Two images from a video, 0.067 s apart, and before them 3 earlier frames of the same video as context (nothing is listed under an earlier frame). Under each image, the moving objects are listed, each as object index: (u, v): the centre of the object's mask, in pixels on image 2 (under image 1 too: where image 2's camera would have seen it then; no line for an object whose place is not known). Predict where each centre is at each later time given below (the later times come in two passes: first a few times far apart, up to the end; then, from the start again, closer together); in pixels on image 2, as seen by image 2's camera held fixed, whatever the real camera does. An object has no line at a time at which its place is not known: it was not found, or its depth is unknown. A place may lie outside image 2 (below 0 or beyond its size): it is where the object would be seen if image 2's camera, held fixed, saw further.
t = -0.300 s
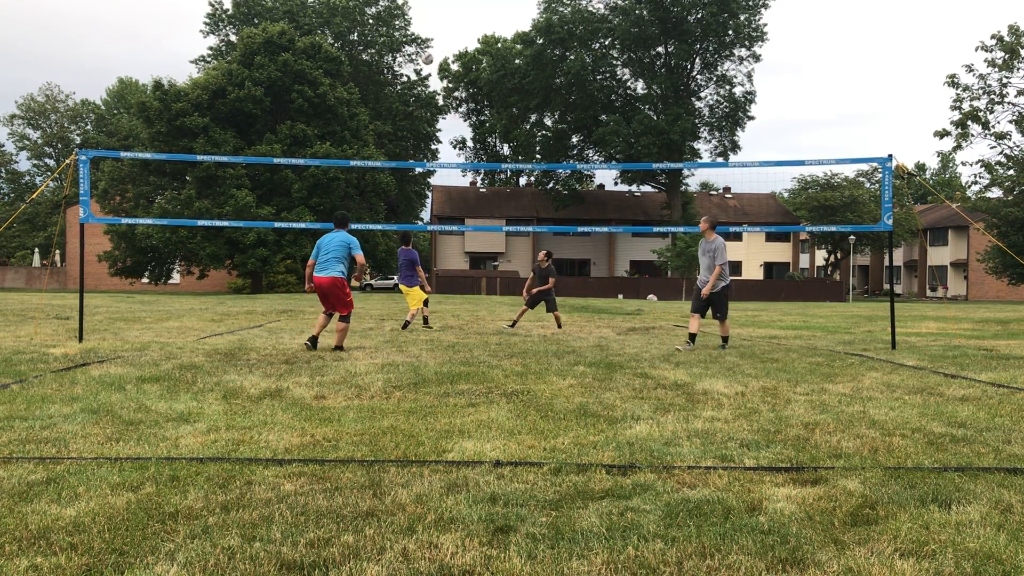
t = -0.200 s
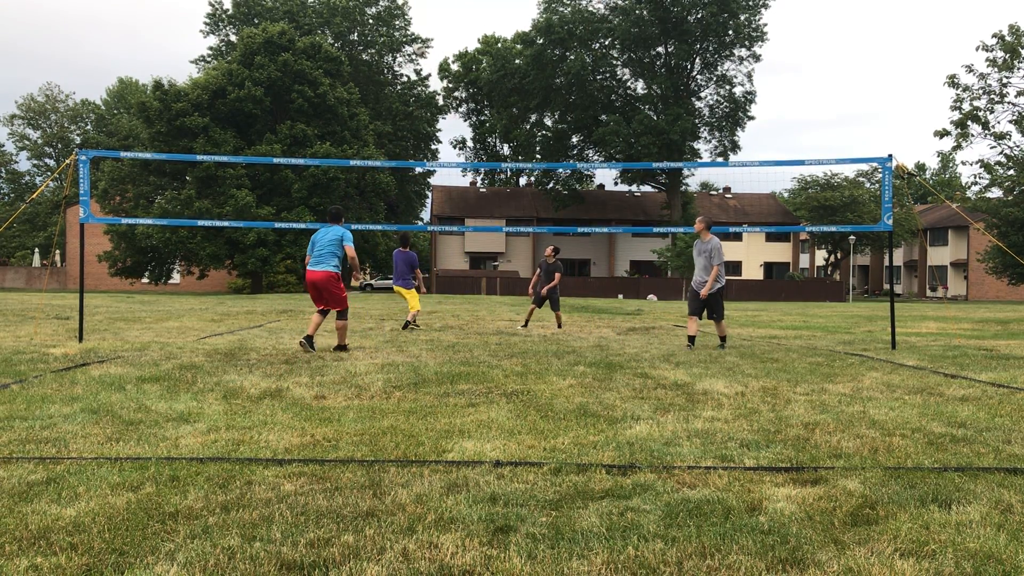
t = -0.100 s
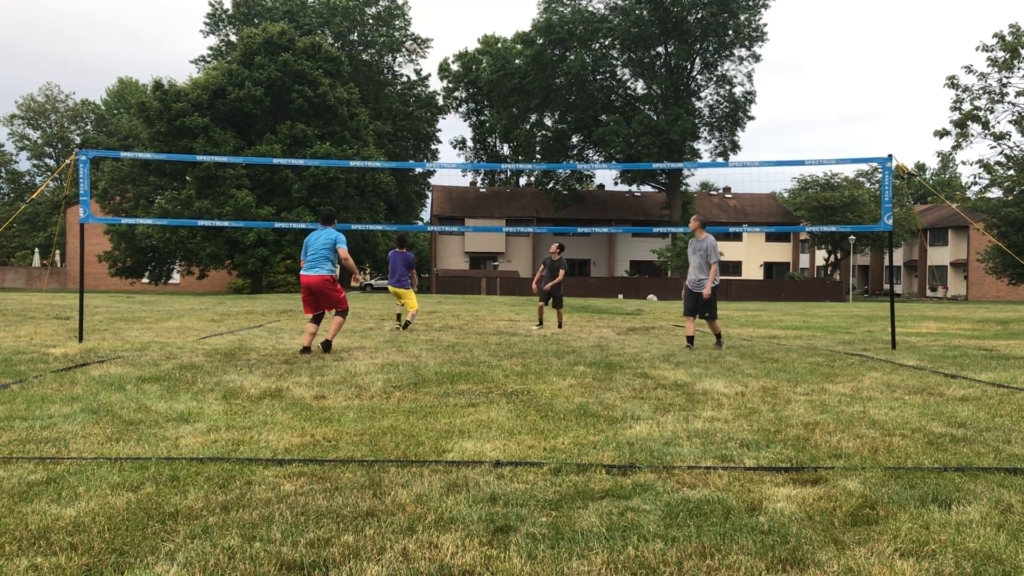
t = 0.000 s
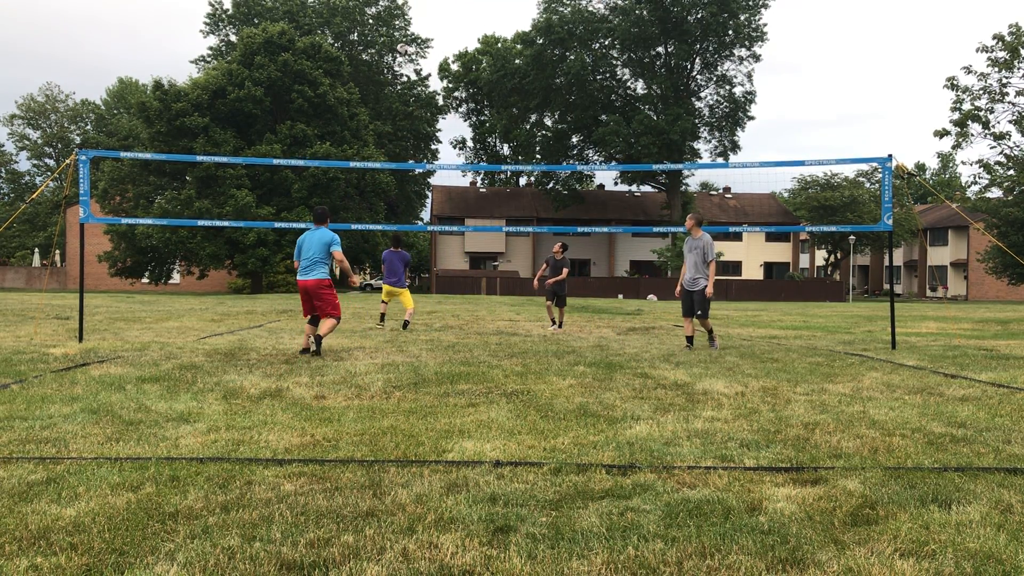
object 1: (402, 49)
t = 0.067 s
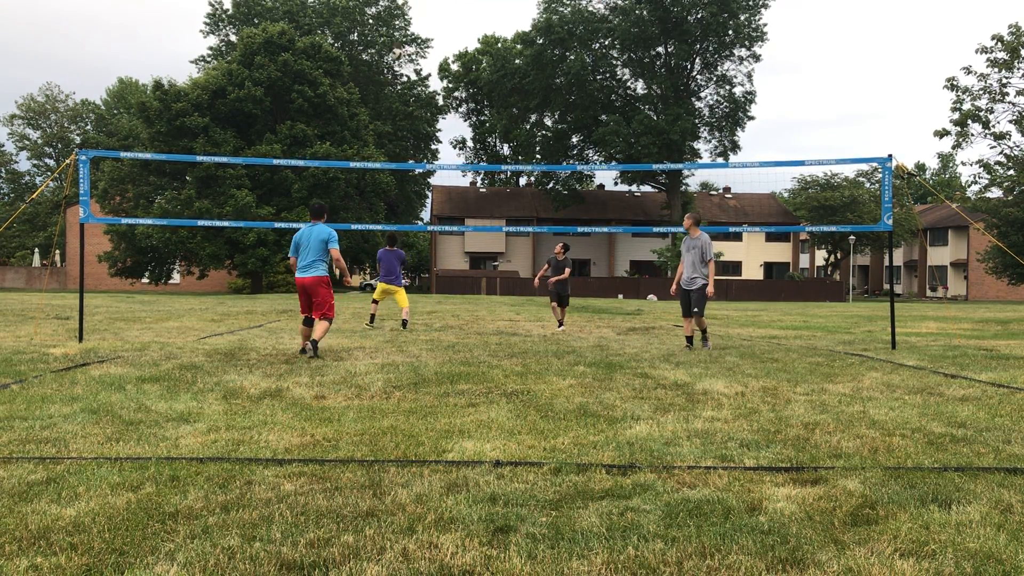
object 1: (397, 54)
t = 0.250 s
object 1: (383, 79)
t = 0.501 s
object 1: (364, 142)
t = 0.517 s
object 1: (363, 147)
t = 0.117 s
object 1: (392, 60)
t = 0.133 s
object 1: (391, 61)
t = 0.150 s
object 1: (390, 64)
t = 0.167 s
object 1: (388, 65)
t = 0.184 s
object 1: (388, 67)
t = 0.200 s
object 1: (387, 71)
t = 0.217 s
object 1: (386, 74)
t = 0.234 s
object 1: (384, 76)
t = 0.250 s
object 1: (383, 79)
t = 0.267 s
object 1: (381, 83)
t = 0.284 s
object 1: (381, 86)
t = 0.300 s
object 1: (379, 89)
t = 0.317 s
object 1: (378, 93)
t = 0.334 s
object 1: (377, 97)
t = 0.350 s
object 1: (375, 100)
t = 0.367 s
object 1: (374, 104)
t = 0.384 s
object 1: (373, 108)
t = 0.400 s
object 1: (372, 113)
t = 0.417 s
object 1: (370, 117)
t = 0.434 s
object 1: (370, 122)
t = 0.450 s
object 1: (368, 127)
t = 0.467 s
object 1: (367, 131)
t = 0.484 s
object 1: (366, 136)
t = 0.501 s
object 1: (364, 142)
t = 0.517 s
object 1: (363, 147)
